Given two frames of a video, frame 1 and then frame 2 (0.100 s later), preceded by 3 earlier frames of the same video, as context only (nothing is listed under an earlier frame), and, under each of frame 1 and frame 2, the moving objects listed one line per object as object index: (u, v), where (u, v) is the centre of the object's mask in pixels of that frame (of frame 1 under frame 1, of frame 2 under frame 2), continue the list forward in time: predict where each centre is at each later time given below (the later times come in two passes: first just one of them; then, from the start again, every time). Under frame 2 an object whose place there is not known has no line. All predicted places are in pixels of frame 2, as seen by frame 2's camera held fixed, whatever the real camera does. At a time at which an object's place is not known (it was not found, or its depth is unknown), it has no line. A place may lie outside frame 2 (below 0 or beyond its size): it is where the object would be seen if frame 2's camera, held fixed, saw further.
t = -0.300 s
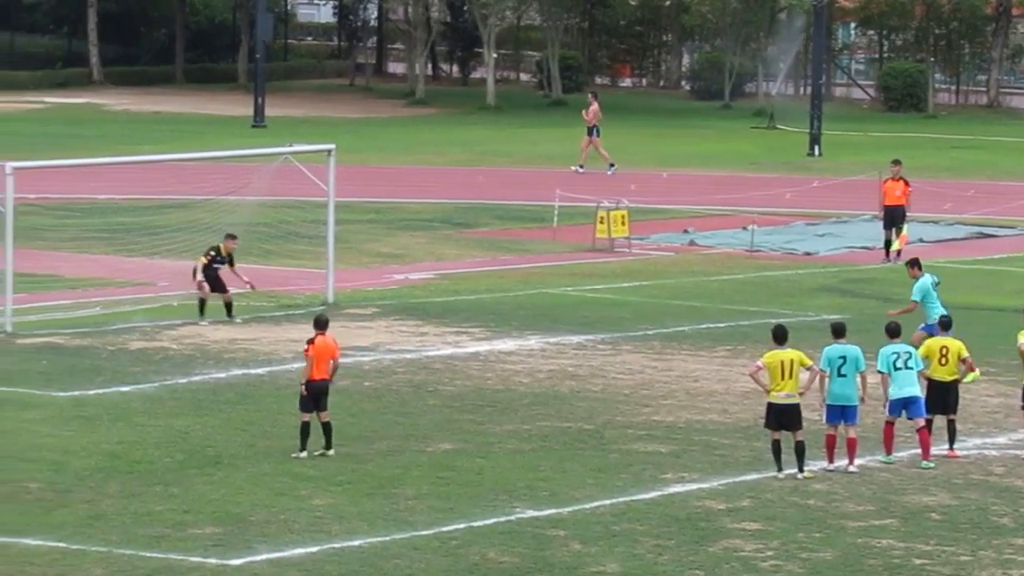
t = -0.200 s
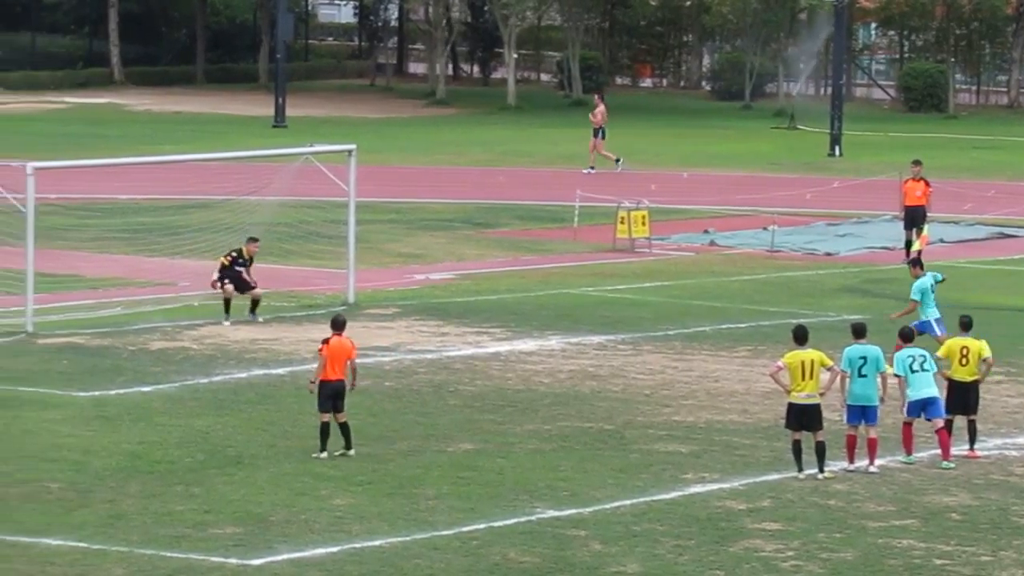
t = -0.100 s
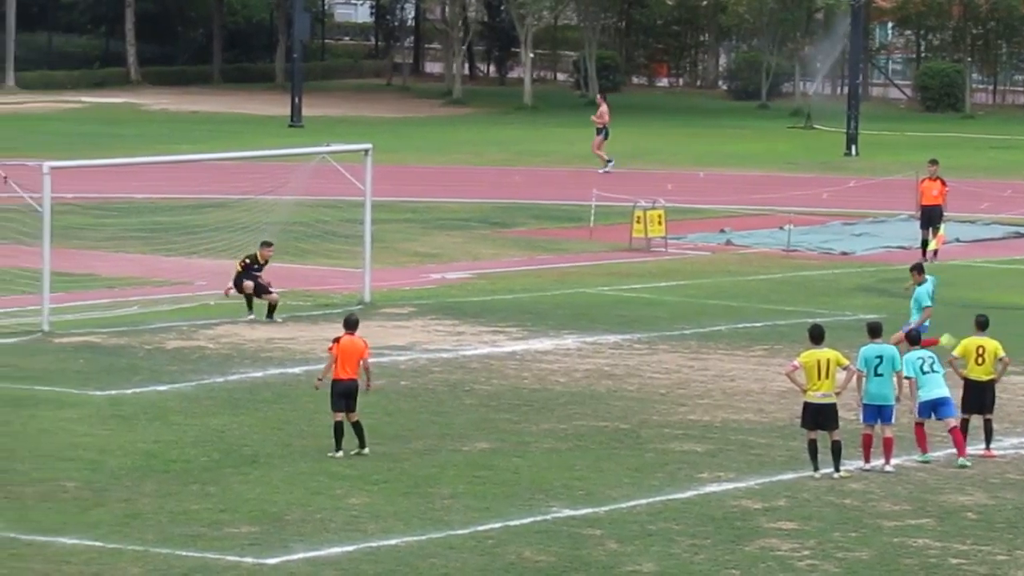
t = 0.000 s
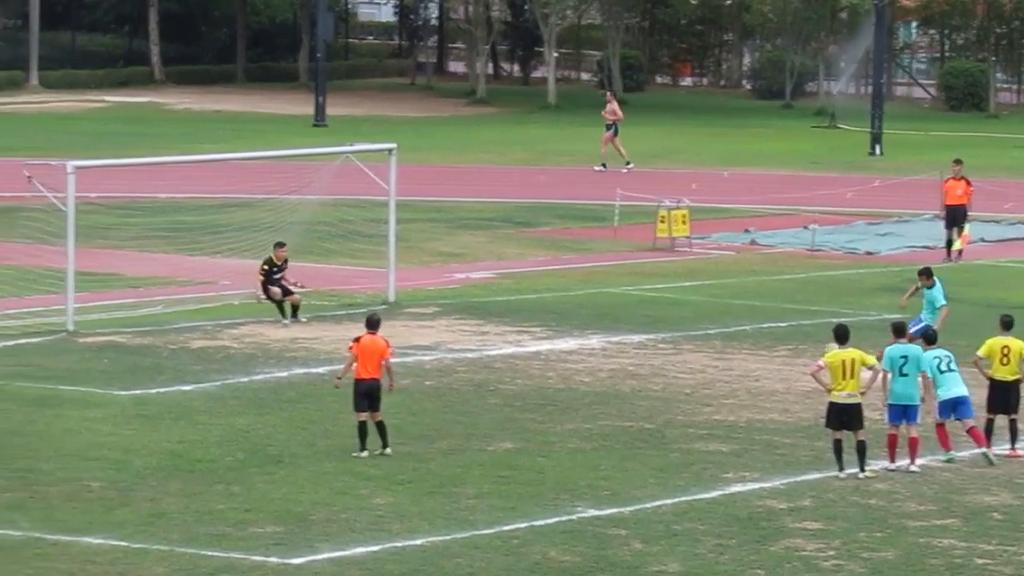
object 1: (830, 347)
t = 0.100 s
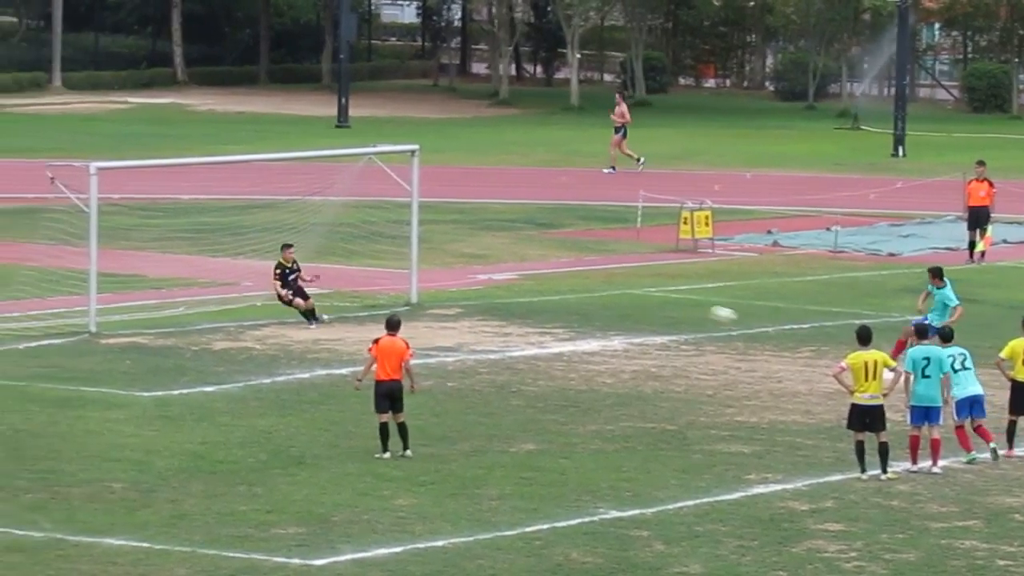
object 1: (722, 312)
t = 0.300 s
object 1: (489, 262)
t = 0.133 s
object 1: (680, 302)
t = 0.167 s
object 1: (639, 292)
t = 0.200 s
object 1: (599, 284)
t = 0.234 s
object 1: (561, 276)
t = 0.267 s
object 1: (525, 268)
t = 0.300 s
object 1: (489, 262)
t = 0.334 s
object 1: (454, 257)
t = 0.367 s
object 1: (423, 252)
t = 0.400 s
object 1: (389, 250)
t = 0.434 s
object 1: (358, 247)
